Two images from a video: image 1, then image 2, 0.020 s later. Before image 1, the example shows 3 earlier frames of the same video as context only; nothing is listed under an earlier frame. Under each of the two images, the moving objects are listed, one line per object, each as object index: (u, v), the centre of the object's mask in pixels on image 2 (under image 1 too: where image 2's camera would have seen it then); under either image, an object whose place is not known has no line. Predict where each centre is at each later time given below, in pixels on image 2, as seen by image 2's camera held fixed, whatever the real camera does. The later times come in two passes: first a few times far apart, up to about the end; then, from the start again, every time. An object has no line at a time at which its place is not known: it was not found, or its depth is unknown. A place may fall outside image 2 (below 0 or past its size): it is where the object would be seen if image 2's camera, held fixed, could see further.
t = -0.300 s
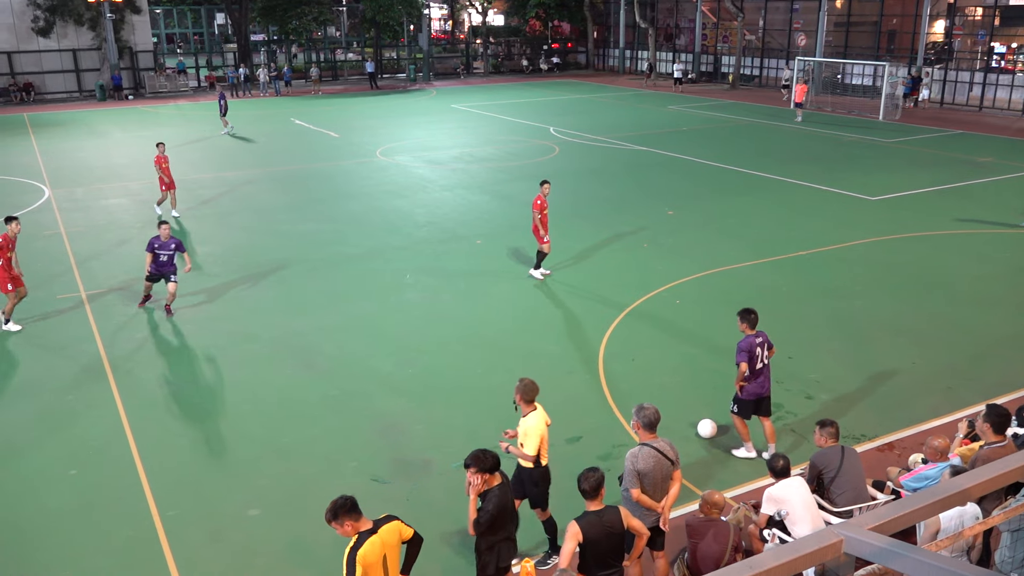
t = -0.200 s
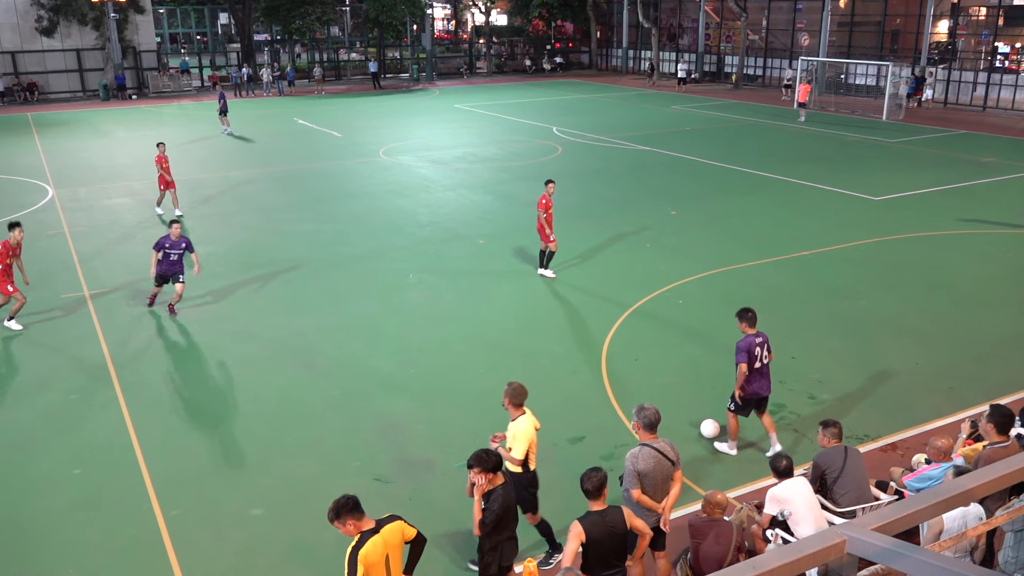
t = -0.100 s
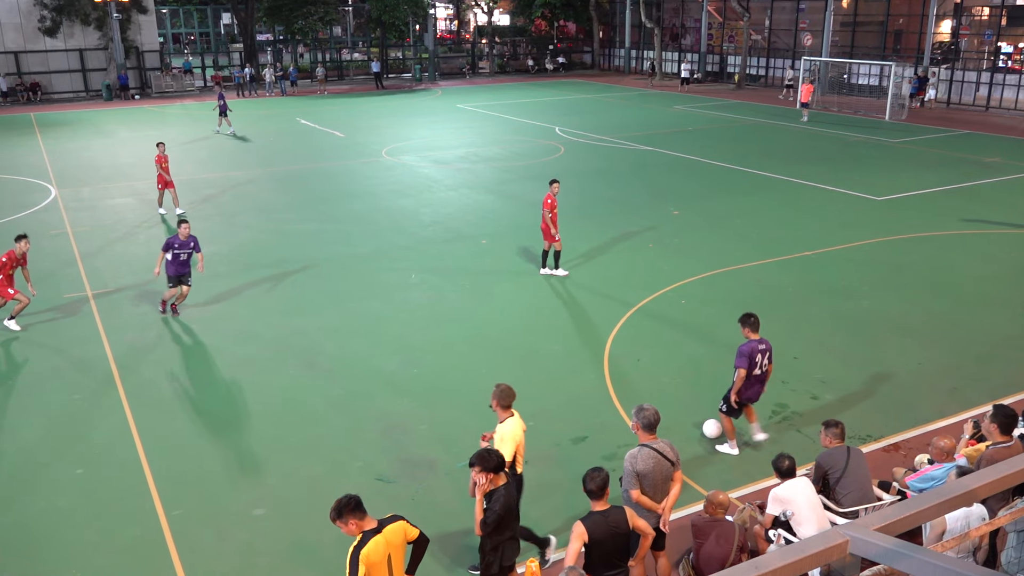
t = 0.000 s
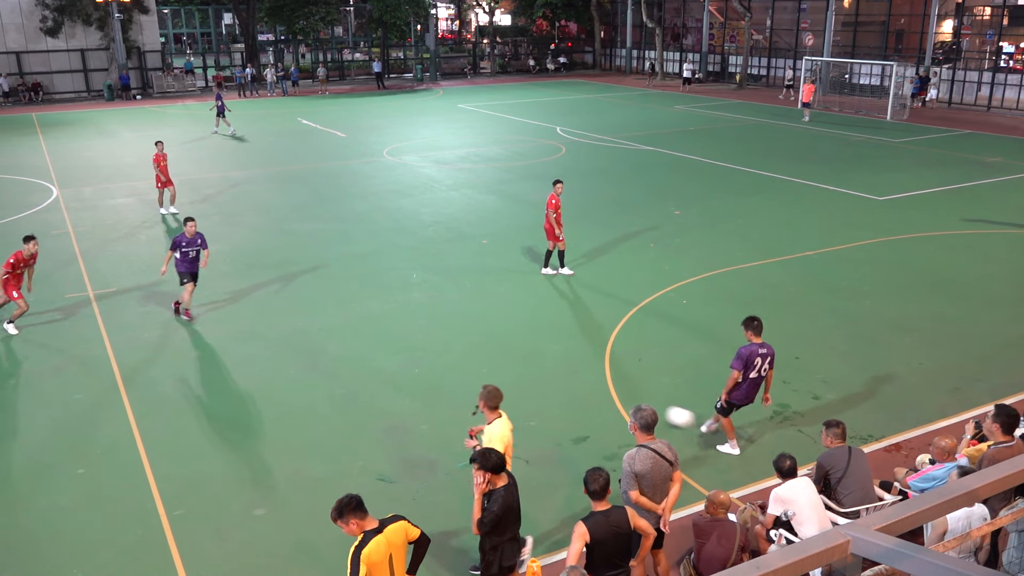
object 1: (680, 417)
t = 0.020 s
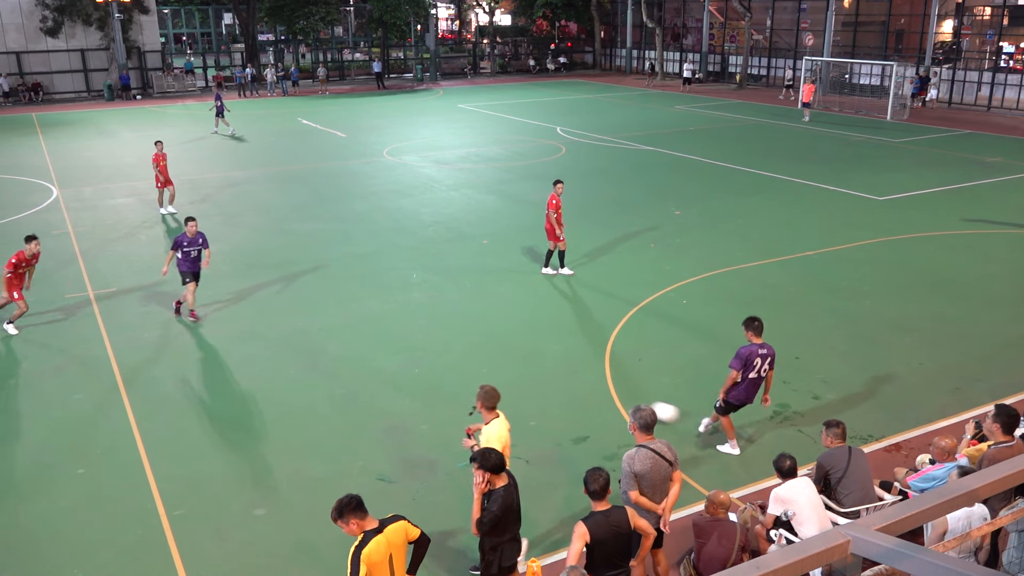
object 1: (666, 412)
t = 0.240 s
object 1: (521, 373)
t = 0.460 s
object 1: (420, 346)
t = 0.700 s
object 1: (344, 327)
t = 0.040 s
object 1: (652, 405)
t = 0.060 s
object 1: (633, 401)
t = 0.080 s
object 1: (620, 400)
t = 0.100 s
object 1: (605, 397)
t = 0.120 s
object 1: (592, 394)
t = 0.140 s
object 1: (579, 391)
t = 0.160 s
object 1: (566, 388)
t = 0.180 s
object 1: (555, 384)
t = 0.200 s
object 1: (543, 380)
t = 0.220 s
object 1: (532, 376)
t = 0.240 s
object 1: (521, 373)
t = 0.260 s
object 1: (510, 370)
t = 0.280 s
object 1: (499, 368)
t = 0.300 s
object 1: (489, 366)
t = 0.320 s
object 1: (479, 364)
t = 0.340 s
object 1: (469, 362)
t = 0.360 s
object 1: (460, 359)
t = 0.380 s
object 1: (452, 356)
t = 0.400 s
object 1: (444, 353)
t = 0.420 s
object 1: (436, 350)
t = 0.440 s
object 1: (428, 348)
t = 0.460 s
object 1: (420, 346)
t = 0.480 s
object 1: (412, 345)
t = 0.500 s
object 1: (404, 343)
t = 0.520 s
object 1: (397, 342)
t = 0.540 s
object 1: (390, 340)
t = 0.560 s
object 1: (384, 338)
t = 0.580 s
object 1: (378, 335)
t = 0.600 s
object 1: (372, 333)
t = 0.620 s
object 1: (366, 331)
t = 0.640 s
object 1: (360, 330)
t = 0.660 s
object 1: (355, 329)
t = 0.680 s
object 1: (349, 328)
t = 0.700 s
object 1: (344, 327)
